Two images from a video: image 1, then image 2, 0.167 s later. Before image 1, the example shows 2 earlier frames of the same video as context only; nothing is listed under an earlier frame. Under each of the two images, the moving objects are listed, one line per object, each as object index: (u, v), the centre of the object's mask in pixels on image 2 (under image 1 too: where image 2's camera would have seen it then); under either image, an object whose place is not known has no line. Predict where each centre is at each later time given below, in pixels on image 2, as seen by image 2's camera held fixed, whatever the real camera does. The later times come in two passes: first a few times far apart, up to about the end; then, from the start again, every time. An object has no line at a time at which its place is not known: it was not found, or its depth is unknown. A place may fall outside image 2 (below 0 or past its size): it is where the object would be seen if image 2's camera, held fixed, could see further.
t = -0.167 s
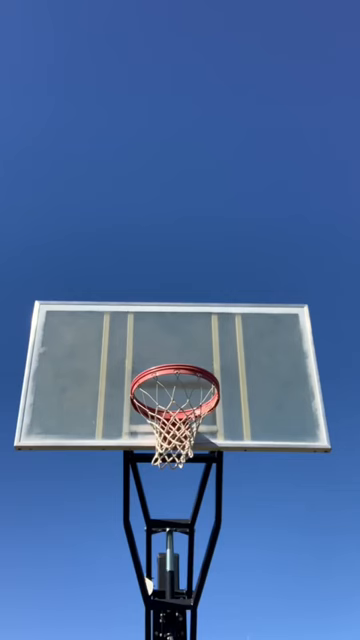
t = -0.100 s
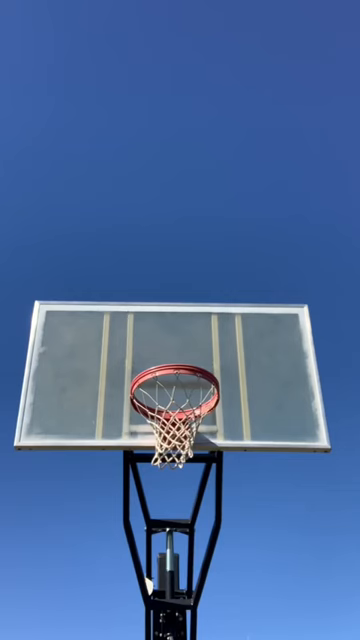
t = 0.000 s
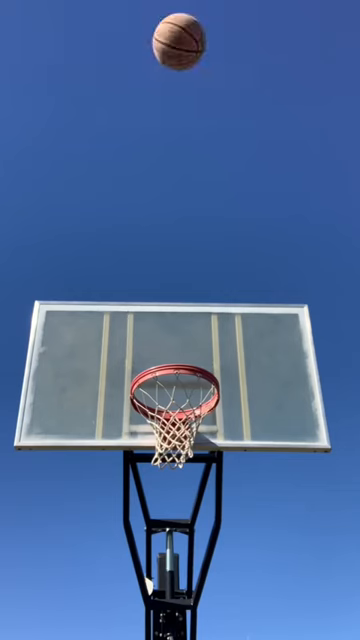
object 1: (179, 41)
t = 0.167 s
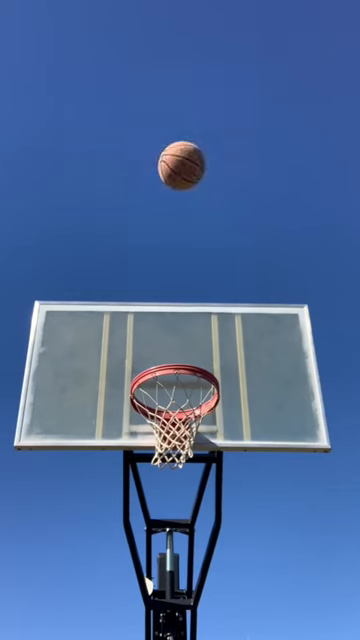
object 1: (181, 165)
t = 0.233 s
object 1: (182, 216)
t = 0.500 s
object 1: (168, 425)
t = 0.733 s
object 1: (158, 455)
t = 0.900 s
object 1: (156, 545)
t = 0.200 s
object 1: (182, 190)
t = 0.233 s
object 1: (182, 216)
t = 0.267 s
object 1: (183, 242)
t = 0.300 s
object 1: (183, 269)
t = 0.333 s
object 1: (184, 297)
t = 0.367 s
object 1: (184, 327)
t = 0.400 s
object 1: (185, 351)
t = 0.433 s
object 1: (184, 390)
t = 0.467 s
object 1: (179, 400)
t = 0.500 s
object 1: (168, 425)
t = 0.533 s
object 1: (160, 430)
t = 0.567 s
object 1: (156, 439)
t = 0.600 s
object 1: (157, 434)
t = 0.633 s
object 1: (158, 434)
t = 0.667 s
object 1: (158, 438)
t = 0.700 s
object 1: (158, 446)
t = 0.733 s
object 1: (158, 455)
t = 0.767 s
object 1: (157, 467)
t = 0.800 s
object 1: (157, 481)
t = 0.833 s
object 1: (157, 499)
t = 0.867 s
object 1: (156, 519)
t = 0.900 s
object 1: (156, 545)
